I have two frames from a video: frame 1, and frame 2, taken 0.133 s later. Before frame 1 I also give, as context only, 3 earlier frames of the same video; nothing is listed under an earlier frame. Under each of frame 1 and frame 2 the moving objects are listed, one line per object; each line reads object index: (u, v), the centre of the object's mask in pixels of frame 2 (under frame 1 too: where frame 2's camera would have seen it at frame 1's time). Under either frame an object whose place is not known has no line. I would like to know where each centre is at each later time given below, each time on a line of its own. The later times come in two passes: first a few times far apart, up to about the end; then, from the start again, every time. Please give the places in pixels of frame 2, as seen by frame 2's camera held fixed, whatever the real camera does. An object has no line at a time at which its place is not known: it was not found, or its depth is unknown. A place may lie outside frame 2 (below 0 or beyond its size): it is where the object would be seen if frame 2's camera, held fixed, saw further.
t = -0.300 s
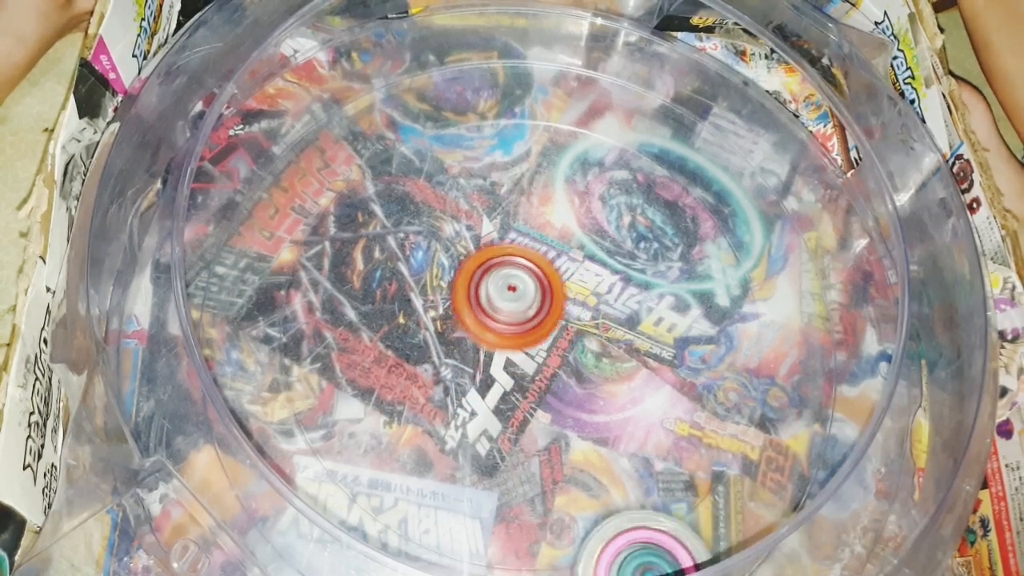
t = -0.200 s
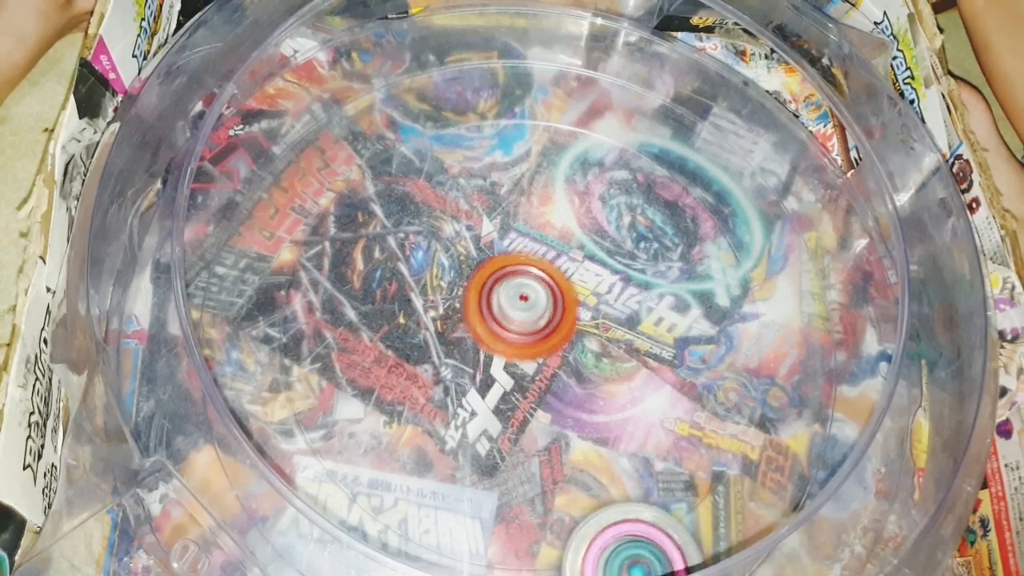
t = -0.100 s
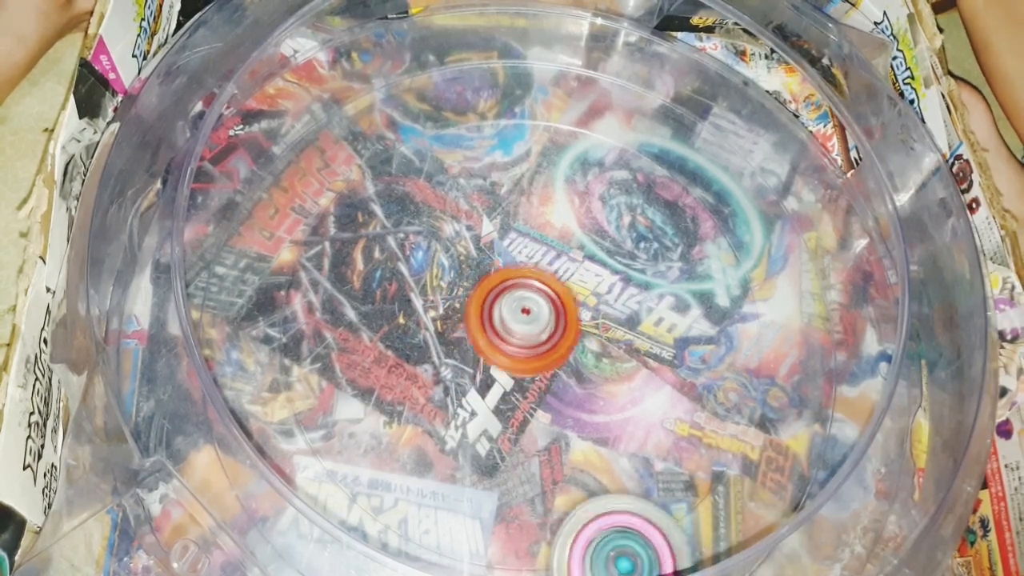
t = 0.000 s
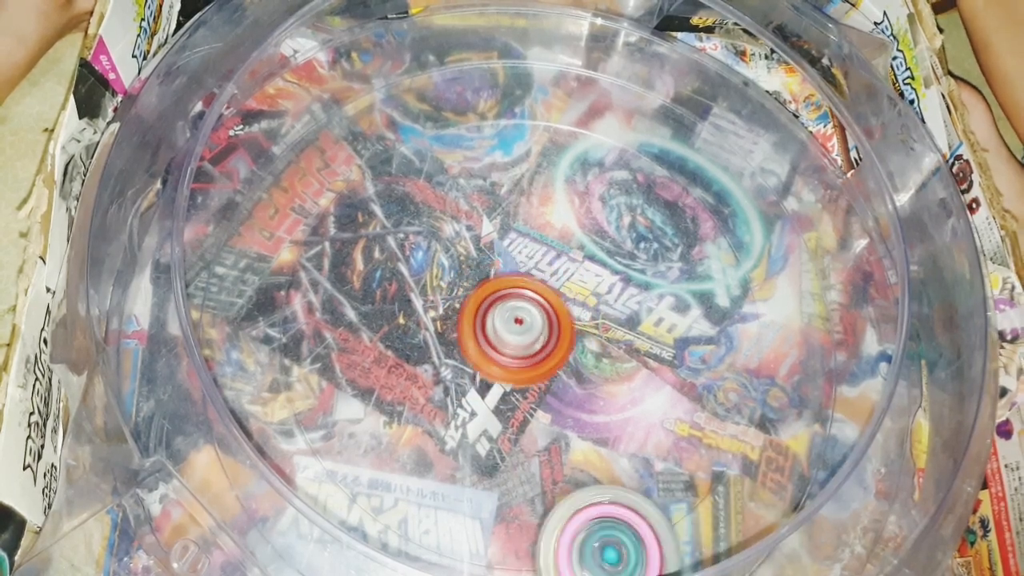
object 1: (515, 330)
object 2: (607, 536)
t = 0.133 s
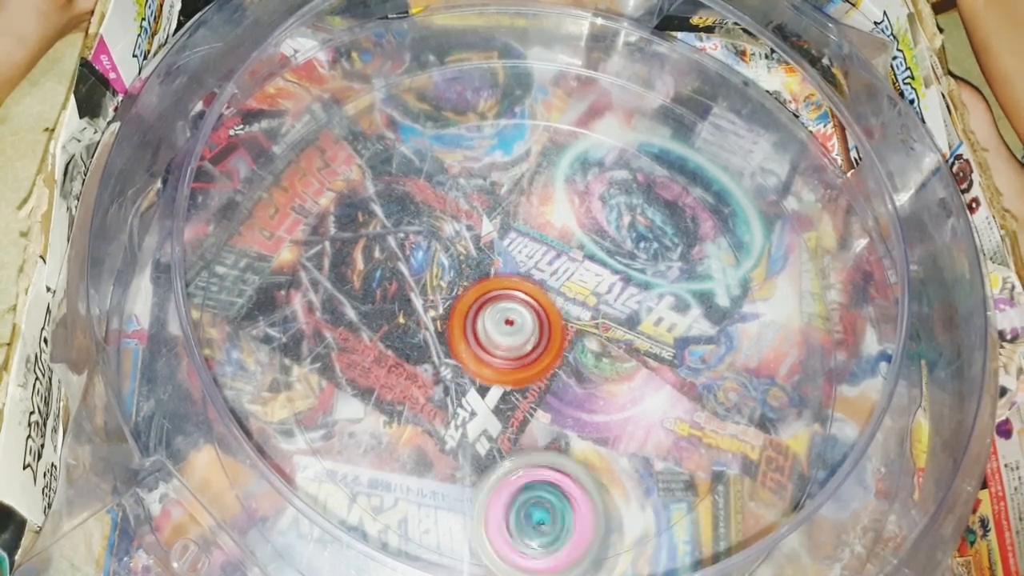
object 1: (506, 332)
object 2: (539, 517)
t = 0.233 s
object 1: (502, 329)
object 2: (440, 443)
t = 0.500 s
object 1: (577, 281)
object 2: (309, 259)
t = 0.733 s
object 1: (596, 346)
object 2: (499, 137)
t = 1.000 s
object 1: (517, 352)
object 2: (695, 395)
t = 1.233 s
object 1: (502, 289)
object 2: (391, 479)
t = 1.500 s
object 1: (561, 277)
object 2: (358, 217)
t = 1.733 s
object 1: (559, 329)
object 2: (646, 203)
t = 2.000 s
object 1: (495, 319)
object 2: (673, 496)
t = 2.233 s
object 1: (504, 280)
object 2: (404, 453)
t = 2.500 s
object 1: (542, 313)
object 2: (468, 173)
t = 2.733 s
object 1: (511, 341)
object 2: (724, 234)
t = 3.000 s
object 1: (491, 307)
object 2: (655, 460)
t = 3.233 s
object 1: (529, 309)
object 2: (389, 362)
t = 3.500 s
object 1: (542, 345)
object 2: (494, 129)
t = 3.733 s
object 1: (514, 337)
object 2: (657, 177)
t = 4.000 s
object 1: (537, 311)
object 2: (607, 426)
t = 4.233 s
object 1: (560, 324)
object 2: (350, 353)
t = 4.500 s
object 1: (534, 329)
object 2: (396, 169)
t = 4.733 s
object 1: (527, 311)
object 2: (609, 208)
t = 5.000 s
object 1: (498, 316)
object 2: (759, 342)
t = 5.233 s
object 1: (517, 300)
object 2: (641, 443)
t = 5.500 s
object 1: (550, 304)
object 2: (376, 346)
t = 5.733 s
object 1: (545, 329)
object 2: (414, 185)
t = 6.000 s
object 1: (517, 325)
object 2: (600, 216)
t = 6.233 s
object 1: (513, 301)
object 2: (600, 435)
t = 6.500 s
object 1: (537, 307)
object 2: (400, 411)
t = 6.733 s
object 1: (532, 329)
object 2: (425, 249)
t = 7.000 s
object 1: (509, 329)
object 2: (647, 264)
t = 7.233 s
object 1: (515, 312)
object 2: (664, 402)
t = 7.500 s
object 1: (543, 303)
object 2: (484, 419)
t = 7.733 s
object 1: (563, 311)
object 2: (425, 264)
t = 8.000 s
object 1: (567, 396)
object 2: (566, 176)
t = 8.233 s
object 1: (513, 430)
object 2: (629, 228)
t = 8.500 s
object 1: (431, 418)
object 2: (597, 351)
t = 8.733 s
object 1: (370, 372)
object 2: (585, 353)
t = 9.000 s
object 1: (407, 303)
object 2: (533, 350)
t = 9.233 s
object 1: (373, 230)
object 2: (585, 341)
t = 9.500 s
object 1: (435, 199)
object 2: (550, 326)
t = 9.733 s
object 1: (488, 189)
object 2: (536, 311)
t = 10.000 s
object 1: (547, 196)
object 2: (530, 346)
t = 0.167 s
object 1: (504, 331)
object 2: (497, 496)
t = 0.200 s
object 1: (503, 330)
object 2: (469, 473)
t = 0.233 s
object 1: (502, 329)
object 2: (440, 443)
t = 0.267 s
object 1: (502, 328)
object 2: (427, 425)
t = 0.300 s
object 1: (507, 317)
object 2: (398, 400)
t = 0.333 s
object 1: (525, 293)
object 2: (364, 385)
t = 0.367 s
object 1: (539, 278)
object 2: (337, 364)
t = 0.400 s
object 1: (545, 274)
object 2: (327, 350)
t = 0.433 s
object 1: (556, 271)
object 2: (312, 320)
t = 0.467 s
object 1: (567, 275)
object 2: (305, 291)
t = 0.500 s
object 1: (577, 281)
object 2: (309, 259)
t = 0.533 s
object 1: (587, 288)
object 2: (320, 225)
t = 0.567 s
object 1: (594, 296)
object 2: (337, 198)
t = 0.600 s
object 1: (599, 306)
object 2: (361, 176)
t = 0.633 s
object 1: (602, 316)
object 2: (394, 155)
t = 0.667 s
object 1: (603, 327)
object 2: (426, 142)
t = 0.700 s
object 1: (601, 337)
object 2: (459, 138)
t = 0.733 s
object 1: (596, 346)
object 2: (499, 137)
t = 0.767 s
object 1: (589, 354)
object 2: (538, 145)
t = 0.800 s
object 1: (581, 361)
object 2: (580, 161)
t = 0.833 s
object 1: (571, 365)
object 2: (615, 184)
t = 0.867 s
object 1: (559, 367)
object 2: (651, 215)
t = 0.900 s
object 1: (547, 367)
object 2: (678, 255)
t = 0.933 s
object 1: (536, 364)
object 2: (695, 299)
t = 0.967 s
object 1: (526, 358)
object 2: (699, 346)
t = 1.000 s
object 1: (517, 352)
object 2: (695, 395)
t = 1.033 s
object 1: (509, 345)
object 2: (672, 436)
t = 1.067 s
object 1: (503, 337)
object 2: (640, 472)
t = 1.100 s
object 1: (498, 327)
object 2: (600, 501)
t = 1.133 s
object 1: (495, 313)
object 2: (531, 514)
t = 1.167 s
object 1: (495, 305)
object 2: (481, 515)
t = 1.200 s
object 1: (498, 296)
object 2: (435, 504)
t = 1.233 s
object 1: (502, 289)
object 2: (391, 479)
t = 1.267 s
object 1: (508, 282)
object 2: (356, 449)
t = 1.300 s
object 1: (511, 279)
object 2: (340, 431)
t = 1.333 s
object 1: (520, 274)
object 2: (320, 392)
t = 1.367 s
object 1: (528, 271)
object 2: (309, 351)
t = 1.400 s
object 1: (536, 270)
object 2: (310, 314)
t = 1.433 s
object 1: (545, 270)
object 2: (320, 279)
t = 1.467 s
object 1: (554, 272)
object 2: (336, 246)
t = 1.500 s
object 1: (561, 277)
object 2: (358, 217)
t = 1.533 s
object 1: (567, 283)
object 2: (390, 191)
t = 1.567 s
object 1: (572, 290)
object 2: (430, 173)
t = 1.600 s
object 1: (574, 299)
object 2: (477, 163)
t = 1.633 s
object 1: (574, 307)
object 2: (519, 161)
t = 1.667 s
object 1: (570, 316)
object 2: (564, 167)
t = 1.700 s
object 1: (565, 323)
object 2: (606, 181)
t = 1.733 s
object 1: (559, 329)
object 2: (646, 203)
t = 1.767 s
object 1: (551, 333)
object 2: (680, 231)
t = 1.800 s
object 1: (543, 336)
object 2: (707, 265)
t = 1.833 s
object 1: (534, 336)
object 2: (726, 306)
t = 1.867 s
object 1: (525, 335)
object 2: (736, 351)
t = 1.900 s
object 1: (516, 333)
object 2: (736, 392)
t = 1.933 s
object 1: (508, 329)
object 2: (723, 430)
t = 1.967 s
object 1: (501, 325)
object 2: (702, 465)
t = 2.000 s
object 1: (495, 319)
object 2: (673, 496)
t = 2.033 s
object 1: (491, 314)
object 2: (639, 512)
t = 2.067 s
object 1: (488, 307)
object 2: (600, 520)
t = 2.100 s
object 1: (487, 300)
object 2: (560, 519)
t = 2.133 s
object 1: (489, 293)
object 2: (516, 517)
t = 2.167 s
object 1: (493, 287)
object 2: (477, 508)
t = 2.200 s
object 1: (498, 283)
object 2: (438, 484)
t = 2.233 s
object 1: (504, 280)
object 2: (404, 453)
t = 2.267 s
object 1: (511, 279)
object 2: (381, 414)
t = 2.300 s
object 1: (518, 280)
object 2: (365, 372)
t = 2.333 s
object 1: (525, 283)
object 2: (361, 331)
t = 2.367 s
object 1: (530, 287)
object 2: (366, 289)
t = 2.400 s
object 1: (536, 293)
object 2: (381, 251)
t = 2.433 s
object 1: (539, 299)
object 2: (405, 218)
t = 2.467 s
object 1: (541, 306)
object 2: (432, 192)
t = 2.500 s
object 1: (542, 313)
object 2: (468, 173)
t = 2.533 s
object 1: (540, 319)
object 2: (506, 162)
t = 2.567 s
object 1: (537, 326)
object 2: (548, 157)
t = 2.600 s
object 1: (533, 331)
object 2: (591, 160)
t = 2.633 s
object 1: (529, 335)
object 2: (631, 166)
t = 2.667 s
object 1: (523, 338)
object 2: (668, 187)
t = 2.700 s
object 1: (517, 340)
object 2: (697, 210)
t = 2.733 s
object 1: (511, 341)
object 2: (724, 234)
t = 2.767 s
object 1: (504, 340)
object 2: (740, 262)
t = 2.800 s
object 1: (498, 338)
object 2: (750, 290)
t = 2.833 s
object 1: (492, 335)
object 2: (754, 323)
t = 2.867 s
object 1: (487, 330)
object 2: (751, 357)
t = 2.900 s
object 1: (485, 324)
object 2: (740, 386)
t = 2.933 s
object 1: (485, 318)
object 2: (721, 416)
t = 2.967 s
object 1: (487, 312)
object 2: (693, 440)
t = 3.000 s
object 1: (491, 307)
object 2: (655, 460)
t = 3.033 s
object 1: (496, 304)
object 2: (609, 469)
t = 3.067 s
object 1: (499, 303)
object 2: (582, 471)
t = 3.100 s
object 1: (505, 301)
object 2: (536, 468)
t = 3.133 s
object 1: (511, 302)
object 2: (490, 454)
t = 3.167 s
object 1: (518, 304)
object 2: (448, 431)
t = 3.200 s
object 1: (524, 306)
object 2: (412, 398)
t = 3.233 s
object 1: (529, 309)
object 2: (389, 362)
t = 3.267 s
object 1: (535, 313)
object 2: (374, 325)
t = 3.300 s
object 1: (539, 317)
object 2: (369, 284)
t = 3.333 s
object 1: (543, 323)
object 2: (374, 245)
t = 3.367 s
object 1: (546, 327)
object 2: (387, 209)
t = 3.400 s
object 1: (548, 332)
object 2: (406, 180)
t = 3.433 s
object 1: (547, 337)
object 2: (433, 157)
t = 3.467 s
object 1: (545, 342)
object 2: (464, 141)
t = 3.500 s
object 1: (542, 345)
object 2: (494, 129)
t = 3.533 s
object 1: (538, 348)
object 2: (524, 125)
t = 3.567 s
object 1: (533, 349)
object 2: (549, 124)
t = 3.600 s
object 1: (528, 350)
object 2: (576, 128)
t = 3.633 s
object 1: (523, 348)
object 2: (600, 136)
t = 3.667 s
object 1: (519, 345)
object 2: (620, 147)
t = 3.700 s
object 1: (516, 342)
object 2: (640, 160)
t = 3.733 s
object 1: (514, 337)
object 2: (657, 177)
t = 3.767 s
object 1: (514, 333)
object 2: (672, 198)
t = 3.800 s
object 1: (514, 328)
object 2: (685, 227)
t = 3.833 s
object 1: (516, 324)
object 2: (693, 259)
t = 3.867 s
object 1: (519, 320)
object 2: (693, 294)
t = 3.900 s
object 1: (523, 317)
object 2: (687, 332)
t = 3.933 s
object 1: (528, 314)
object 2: (669, 369)
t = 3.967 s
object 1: (532, 313)
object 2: (641, 401)
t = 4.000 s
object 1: (537, 311)
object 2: (607, 426)
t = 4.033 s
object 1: (542, 310)
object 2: (566, 441)
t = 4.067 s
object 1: (546, 311)
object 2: (522, 449)
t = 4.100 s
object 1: (551, 312)
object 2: (478, 445)
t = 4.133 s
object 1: (555, 314)
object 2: (437, 431)
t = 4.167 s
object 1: (557, 317)
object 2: (399, 411)
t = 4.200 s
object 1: (560, 320)
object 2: (371, 383)
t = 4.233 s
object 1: (560, 324)
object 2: (350, 353)
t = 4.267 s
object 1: (560, 328)
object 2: (336, 322)
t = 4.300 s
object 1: (557, 332)
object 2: (330, 289)
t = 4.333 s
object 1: (555, 334)
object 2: (332, 261)
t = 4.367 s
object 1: (551, 335)
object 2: (336, 237)
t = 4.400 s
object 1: (547, 336)
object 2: (345, 215)
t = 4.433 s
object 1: (542, 334)
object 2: (357, 196)
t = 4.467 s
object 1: (537, 332)
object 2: (374, 181)
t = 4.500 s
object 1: (534, 329)
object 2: (396, 169)
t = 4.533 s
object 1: (531, 325)
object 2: (421, 160)
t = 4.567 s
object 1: (529, 320)
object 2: (450, 157)
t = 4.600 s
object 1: (528, 316)
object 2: (480, 159)
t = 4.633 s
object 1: (528, 313)
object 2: (513, 167)
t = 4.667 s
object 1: (528, 308)
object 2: (542, 177)
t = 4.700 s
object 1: (530, 304)
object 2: (575, 194)
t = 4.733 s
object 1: (527, 311)
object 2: (609, 208)
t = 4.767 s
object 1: (521, 324)
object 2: (649, 212)
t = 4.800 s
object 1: (518, 330)
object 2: (681, 225)
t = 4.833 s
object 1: (515, 330)
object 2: (708, 242)
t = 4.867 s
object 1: (511, 328)
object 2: (726, 260)
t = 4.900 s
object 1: (506, 326)
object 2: (742, 279)
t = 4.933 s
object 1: (502, 323)
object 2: (753, 299)
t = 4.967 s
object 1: (499, 319)
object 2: (759, 321)
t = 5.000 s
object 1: (498, 316)
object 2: (759, 342)
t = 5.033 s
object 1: (497, 311)
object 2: (754, 362)
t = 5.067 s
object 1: (498, 307)
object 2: (751, 377)
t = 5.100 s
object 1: (500, 303)
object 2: (740, 395)
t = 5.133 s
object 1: (503, 302)
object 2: (724, 411)
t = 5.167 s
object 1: (509, 300)
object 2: (689, 431)
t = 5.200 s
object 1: (512, 300)
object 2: (674, 436)
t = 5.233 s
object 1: (517, 300)
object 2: (641, 443)
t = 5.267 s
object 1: (522, 302)
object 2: (605, 447)
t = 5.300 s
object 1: (527, 304)
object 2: (562, 440)
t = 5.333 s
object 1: (530, 307)
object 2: (525, 427)
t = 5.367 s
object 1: (534, 303)
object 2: (488, 420)
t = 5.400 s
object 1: (538, 298)
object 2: (450, 414)
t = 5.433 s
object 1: (541, 299)
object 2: (419, 396)
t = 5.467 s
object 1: (546, 301)
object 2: (395, 373)
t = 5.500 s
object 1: (550, 304)
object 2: (376, 346)
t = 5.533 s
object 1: (552, 308)
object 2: (366, 319)
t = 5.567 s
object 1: (553, 311)
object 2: (360, 289)
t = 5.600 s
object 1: (553, 315)
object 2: (362, 264)
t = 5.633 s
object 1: (552, 319)
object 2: (367, 239)
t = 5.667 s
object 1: (550, 323)
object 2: (380, 216)
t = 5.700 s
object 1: (548, 325)
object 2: (395, 200)
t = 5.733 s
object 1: (545, 329)
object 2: (414, 185)
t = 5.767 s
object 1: (544, 329)
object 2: (425, 179)
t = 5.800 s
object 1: (540, 330)
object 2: (445, 173)
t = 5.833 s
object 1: (536, 331)
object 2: (471, 168)
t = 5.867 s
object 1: (532, 330)
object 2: (498, 170)
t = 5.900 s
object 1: (528, 330)
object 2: (519, 175)
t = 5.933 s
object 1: (523, 328)
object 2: (547, 183)
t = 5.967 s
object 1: (520, 326)
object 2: (573, 197)
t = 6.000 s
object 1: (517, 325)
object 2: (600, 216)
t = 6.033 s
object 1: (514, 323)
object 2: (624, 242)
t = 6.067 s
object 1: (511, 319)
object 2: (636, 271)
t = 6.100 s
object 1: (509, 316)
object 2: (646, 302)
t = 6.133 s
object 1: (508, 312)
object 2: (652, 336)
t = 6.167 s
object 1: (508, 308)
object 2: (643, 368)
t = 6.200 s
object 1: (511, 303)
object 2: (624, 410)
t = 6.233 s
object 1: (513, 301)
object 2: (600, 435)
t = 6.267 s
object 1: (516, 300)
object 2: (569, 450)
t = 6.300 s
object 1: (520, 299)
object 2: (542, 462)
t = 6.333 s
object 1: (522, 299)
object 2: (524, 464)
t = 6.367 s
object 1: (527, 299)
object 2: (495, 462)
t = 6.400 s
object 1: (529, 300)
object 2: (465, 457)
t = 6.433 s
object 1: (532, 303)
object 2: (438, 443)
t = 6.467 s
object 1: (535, 305)
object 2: (418, 429)
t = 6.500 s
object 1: (537, 307)
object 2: (400, 411)
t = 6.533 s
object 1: (539, 312)
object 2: (389, 388)
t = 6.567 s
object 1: (540, 315)
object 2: (381, 364)
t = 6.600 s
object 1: (540, 318)
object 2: (380, 342)
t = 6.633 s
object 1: (539, 322)
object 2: (382, 316)
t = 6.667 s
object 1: (537, 325)
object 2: (388, 293)
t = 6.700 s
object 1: (535, 327)
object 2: (405, 267)
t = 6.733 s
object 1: (532, 329)
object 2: (425, 249)
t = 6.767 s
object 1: (529, 330)
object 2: (452, 230)
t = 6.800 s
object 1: (526, 332)
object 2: (478, 221)
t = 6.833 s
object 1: (523, 333)
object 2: (510, 215)
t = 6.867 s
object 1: (521, 334)
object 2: (539, 214)
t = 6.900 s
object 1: (518, 334)
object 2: (571, 219)
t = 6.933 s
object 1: (514, 333)
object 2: (601, 229)
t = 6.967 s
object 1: (511, 331)
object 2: (626, 242)
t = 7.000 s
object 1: (509, 329)
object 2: (647, 264)
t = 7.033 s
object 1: (508, 326)
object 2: (664, 283)
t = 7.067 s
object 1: (507, 324)
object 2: (677, 309)
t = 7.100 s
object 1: (507, 322)
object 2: (681, 329)
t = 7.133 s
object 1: (508, 319)
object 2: (684, 349)
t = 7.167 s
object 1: (510, 316)
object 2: (681, 367)
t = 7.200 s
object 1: (513, 313)
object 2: (673, 394)
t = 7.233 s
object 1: (515, 312)
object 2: (664, 402)
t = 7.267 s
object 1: (519, 311)
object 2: (654, 412)
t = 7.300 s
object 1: (523, 310)
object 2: (637, 425)
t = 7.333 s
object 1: (526, 310)
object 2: (617, 432)
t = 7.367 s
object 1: (530, 311)
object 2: (592, 436)
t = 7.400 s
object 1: (535, 313)
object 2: (568, 435)
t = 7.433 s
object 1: (538, 314)
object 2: (537, 432)
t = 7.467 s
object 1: (540, 307)
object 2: (513, 430)
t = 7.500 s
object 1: (543, 303)
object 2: (484, 419)
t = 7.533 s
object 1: (547, 302)
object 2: (460, 406)
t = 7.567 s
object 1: (551, 301)
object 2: (437, 385)
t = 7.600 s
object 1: (556, 302)
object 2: (423, 361)
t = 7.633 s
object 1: (559, 303)
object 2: (415, 338)
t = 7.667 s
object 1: (562, 305)
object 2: (412, 311)
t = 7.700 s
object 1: (563, 309)
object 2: (416, 283)
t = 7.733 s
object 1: (563, 311)
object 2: (425, 264)
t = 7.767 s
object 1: (563, 314)
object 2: (440, 243)
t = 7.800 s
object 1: (561, 317)
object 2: (456, 227)
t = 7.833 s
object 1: (558, 319)
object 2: (478, 217)
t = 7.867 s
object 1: (555, 322)
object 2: (503, 210)
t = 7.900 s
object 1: (551, 322)
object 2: (526, 209)
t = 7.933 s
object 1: (558, 350)
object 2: (541, 193)
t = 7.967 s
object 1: (567, 377)
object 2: (554, 181)
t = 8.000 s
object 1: (567, 396)
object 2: (566, 176)
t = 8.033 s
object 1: (564, 408)
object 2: (576, 178)
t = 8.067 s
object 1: (558, 415)
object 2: (587, 182)
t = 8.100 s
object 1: (550, 420)
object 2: (598, 186)
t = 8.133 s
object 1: (542, 424)
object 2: (605, 191)
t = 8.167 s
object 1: (533, 428)
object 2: (611, 199)
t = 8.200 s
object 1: (522, 430)
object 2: (623, 216)
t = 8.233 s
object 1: (513, 430)
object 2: (629, 228)
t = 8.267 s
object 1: (505, 429)
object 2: (633, 247)
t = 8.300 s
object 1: (497, 427)
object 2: (635, 267)
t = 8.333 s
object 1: (490, 423)
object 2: (630, 292)
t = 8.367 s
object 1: (485, 418)
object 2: (620, 318)
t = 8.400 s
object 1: (481, 414)
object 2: (614, 329)
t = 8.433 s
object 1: (476, 408)
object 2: (596, 354)
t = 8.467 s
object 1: (449, 414)
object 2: (594, 354)
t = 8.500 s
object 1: (431, 418)
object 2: (597, 351)
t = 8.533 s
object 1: (401, 423)
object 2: (597, 347)
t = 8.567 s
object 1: (384, 420)
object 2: (593, 345)
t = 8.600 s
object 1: (376, 413)
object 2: (591, 348)
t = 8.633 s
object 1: (372, 403)
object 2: (590, 350)
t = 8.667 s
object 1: (371, 392)
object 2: (589, 350)
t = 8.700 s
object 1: (370, 382)
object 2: (586, 351)
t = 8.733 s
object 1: (370, 372)
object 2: (585, 353)
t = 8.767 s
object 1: (371, 363)
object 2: (583, 353)
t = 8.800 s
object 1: (374, 354)
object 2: (580, 355)
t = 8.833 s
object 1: (379, 344)
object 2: (575, 355)
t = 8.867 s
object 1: (384, 335)
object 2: (566, 357)
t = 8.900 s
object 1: (390, 327)
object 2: (555, 355)
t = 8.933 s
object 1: (397, 317)
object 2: (546, 354)
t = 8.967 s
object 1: (406, 310)
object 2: (536, 351)
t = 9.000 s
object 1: (407, 303)
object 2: (533, 350)
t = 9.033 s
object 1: (379, 286)
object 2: (556, 348)
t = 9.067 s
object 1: (363, 273)
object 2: (577, 345)
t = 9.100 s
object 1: (359, 262)
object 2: (586, 340)
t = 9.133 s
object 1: (361, 254)
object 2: (587, 336)
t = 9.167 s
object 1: (365, 246)
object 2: (586, 336)
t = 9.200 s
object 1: (368, 238)
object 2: (585, 339)
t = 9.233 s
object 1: (373, 230)
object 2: (585, 341)
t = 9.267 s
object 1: (378, 223)
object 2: (585, 341)
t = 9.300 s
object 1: (384, 217)
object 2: (582, 341)
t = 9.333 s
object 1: (391, 212)
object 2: (581, 342)
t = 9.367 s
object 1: (399, 207)
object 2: (579, 341)
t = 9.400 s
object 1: (406, 204)
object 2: (576, 338)
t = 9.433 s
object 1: (416, 201)
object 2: (569, 335)
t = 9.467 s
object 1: (426, 200)
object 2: (560, 333)
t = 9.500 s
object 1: (435, 199)
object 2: (550, 326)
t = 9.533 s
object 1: (444, 200)
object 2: (541, 321)
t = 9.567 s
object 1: (455, 201)
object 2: (532, 312)
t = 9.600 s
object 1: (466, 203)
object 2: (523, 307)
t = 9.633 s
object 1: (471, 199)
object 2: (525, 309)
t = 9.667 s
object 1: (477, 197)
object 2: (529, 308)
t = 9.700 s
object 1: (485, 196)
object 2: (528, 305)
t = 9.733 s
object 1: (488, 189)
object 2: (536, 311)
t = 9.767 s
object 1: (495, 187)
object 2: (535, 318)
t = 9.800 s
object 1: (503, 186)
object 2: (534, 324)
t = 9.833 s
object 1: (510, 185)
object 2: (535, 326)
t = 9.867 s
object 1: (518, 184)
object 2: (533, 330)
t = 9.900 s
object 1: (526, 186)
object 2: (532, 337)
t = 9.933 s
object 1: (533, 189)
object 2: (534, 338)
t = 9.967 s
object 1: (540, 191)
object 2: (533, 339)
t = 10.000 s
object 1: (547, 196)
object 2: (530, 346)
